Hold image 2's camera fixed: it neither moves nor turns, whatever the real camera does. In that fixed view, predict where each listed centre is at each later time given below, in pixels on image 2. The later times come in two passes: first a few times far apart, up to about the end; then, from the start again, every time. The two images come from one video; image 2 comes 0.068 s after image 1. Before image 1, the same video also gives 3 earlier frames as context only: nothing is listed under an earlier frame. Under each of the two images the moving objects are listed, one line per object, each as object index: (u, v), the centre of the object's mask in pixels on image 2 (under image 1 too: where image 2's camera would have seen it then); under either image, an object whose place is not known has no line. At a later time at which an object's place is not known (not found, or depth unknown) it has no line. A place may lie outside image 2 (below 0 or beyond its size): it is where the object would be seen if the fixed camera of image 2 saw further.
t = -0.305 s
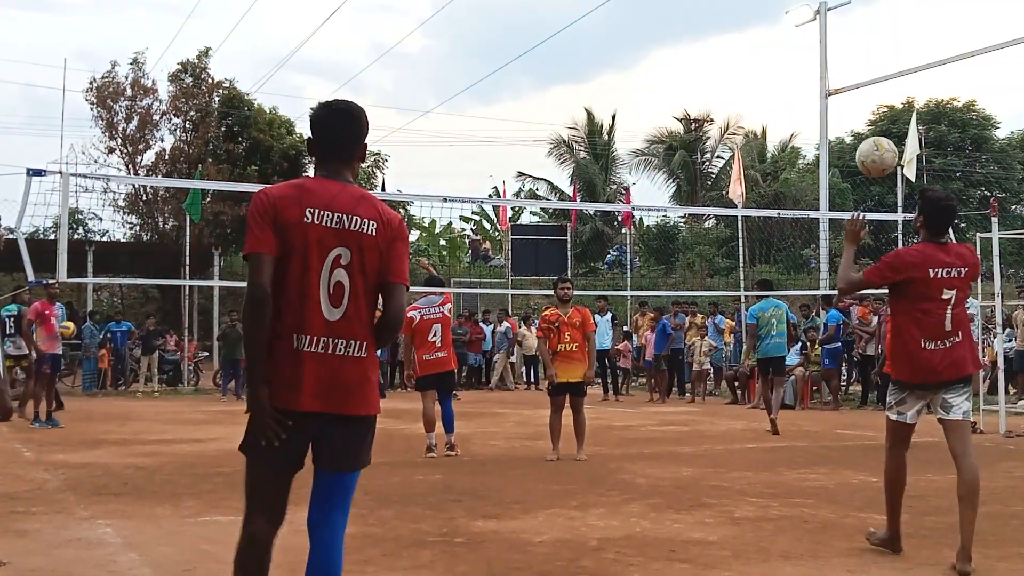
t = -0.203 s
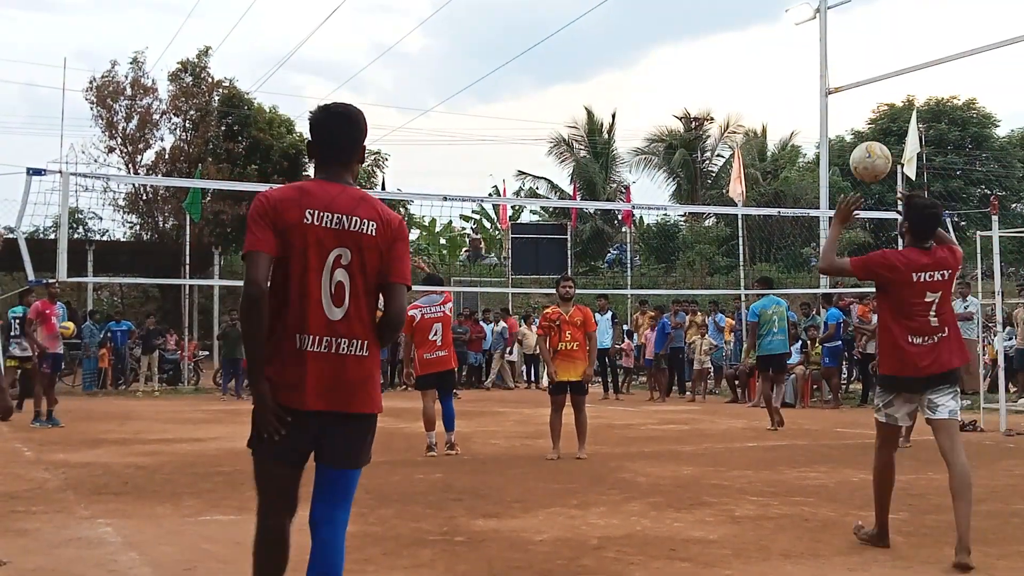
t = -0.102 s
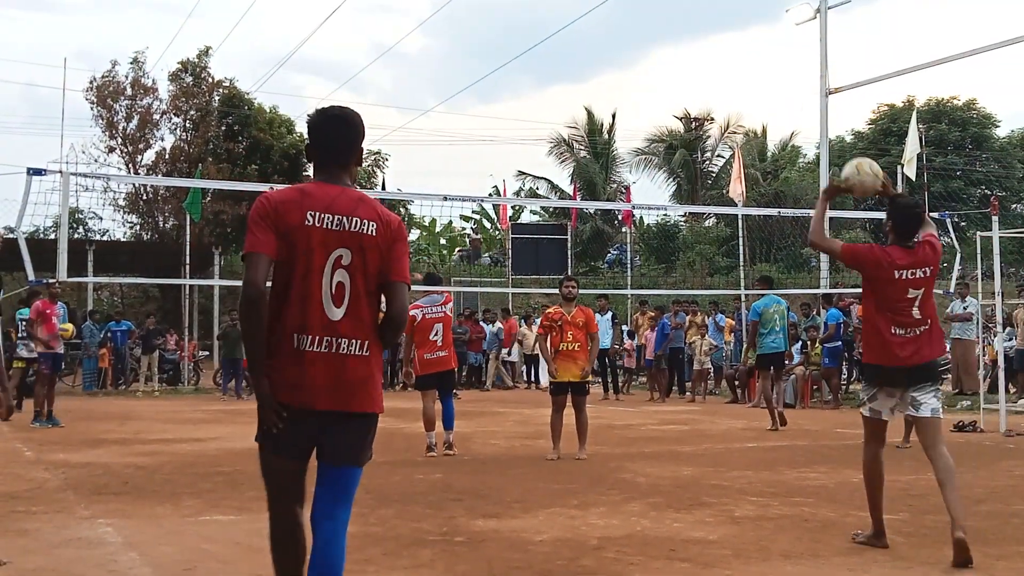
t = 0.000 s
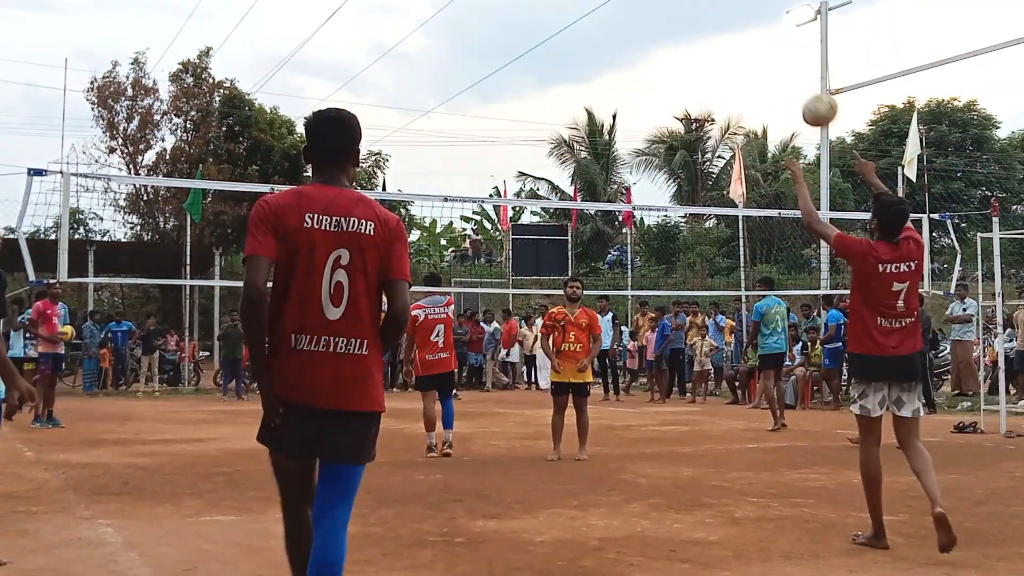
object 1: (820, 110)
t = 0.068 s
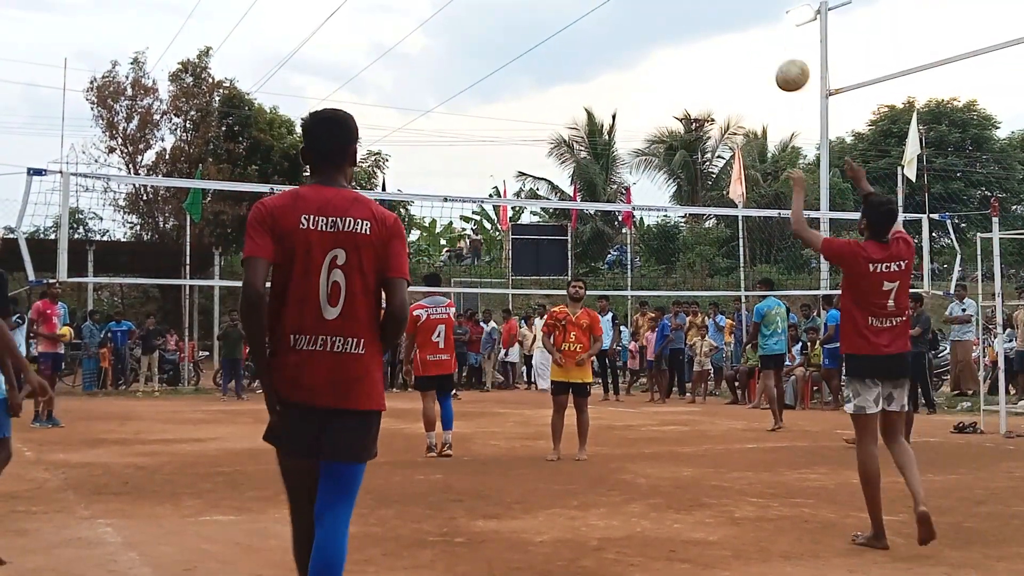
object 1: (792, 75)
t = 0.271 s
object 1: (725, 29)
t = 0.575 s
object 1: (650, 73)
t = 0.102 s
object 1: (780, 61)
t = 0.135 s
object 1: (768, 51)
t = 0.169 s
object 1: (756, 42)
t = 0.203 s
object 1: (745, 36)
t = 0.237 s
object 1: (735, 31)
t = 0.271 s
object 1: (725, 29)
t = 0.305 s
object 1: (715, 28)
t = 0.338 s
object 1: (706, 29)
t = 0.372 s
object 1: (697, 31)
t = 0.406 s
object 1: (689, 35)
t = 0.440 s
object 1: (680, 40)
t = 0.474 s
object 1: (672, 46)
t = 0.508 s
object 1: (665, 54)
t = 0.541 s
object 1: (657, 63)
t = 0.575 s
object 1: (650, 73)
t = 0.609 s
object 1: (643, 84)
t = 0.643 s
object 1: (636, 97)
